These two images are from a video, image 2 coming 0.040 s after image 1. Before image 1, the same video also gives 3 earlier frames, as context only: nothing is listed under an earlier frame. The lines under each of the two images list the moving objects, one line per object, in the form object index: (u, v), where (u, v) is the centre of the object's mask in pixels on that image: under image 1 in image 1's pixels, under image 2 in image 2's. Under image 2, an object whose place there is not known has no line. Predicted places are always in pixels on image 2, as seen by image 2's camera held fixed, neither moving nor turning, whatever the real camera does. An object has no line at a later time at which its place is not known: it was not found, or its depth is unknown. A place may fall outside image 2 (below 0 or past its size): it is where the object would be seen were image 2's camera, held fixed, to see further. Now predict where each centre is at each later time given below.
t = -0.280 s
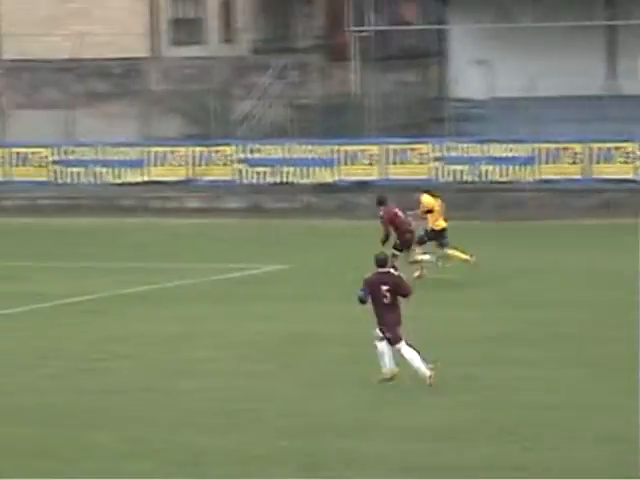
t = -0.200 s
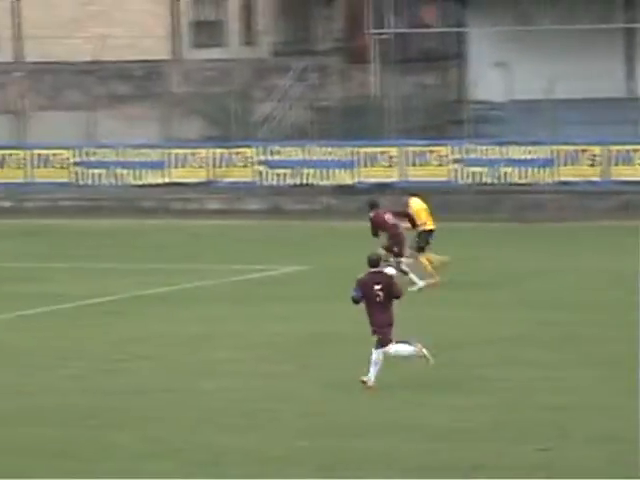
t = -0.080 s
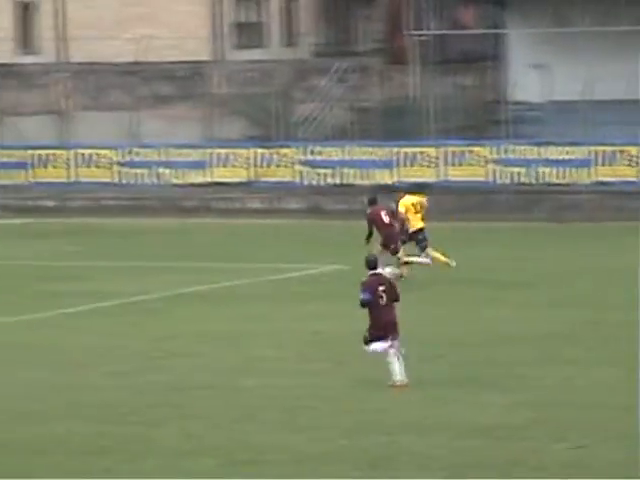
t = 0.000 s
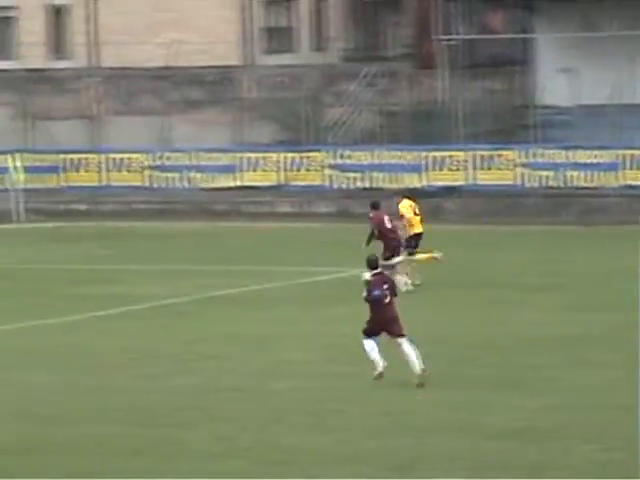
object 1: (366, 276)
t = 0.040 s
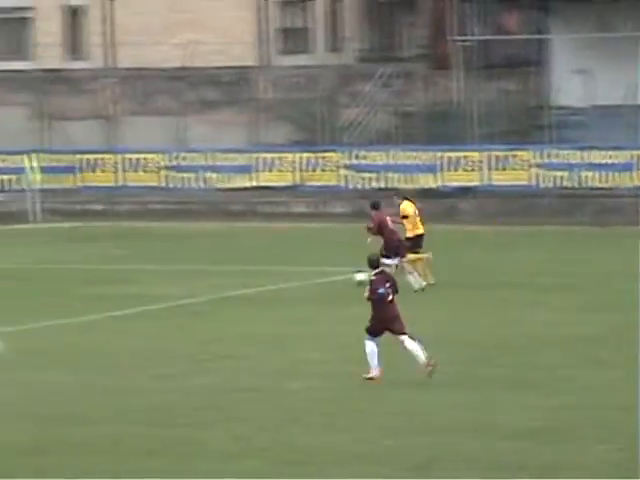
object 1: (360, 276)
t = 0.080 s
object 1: (339, 278)
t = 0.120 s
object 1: (318, 277)
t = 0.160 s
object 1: (298, 277)
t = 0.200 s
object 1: (279, 277)
